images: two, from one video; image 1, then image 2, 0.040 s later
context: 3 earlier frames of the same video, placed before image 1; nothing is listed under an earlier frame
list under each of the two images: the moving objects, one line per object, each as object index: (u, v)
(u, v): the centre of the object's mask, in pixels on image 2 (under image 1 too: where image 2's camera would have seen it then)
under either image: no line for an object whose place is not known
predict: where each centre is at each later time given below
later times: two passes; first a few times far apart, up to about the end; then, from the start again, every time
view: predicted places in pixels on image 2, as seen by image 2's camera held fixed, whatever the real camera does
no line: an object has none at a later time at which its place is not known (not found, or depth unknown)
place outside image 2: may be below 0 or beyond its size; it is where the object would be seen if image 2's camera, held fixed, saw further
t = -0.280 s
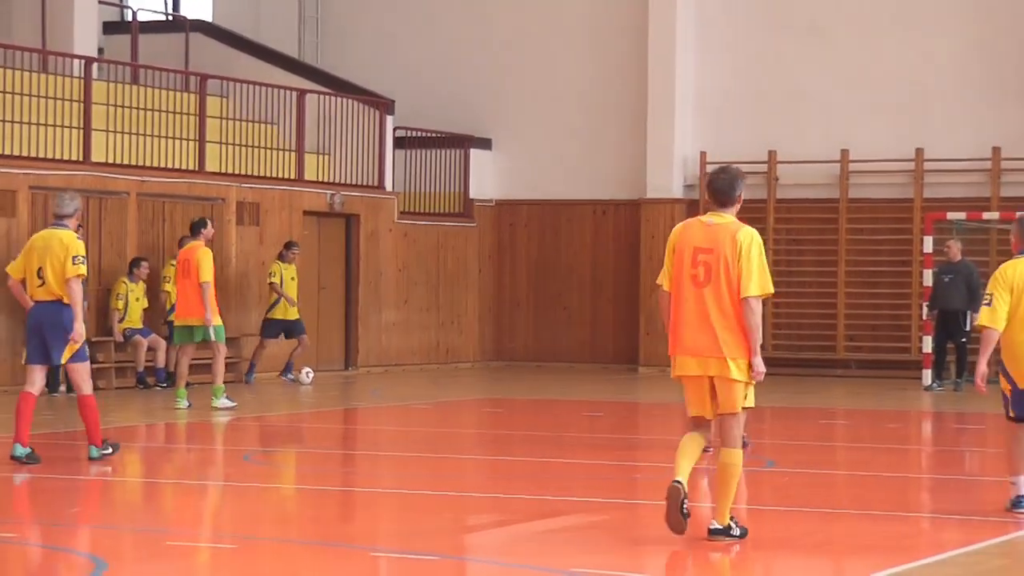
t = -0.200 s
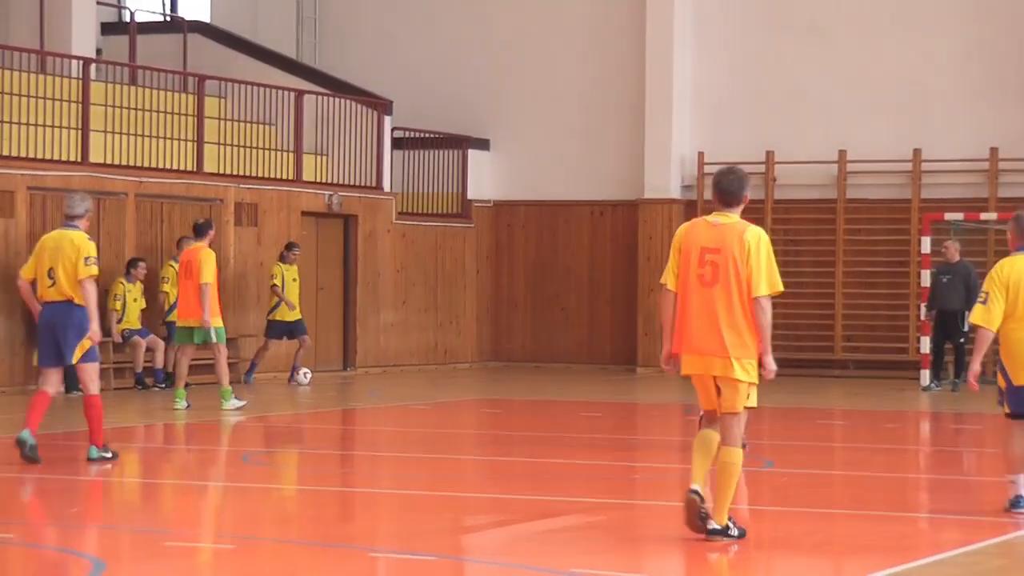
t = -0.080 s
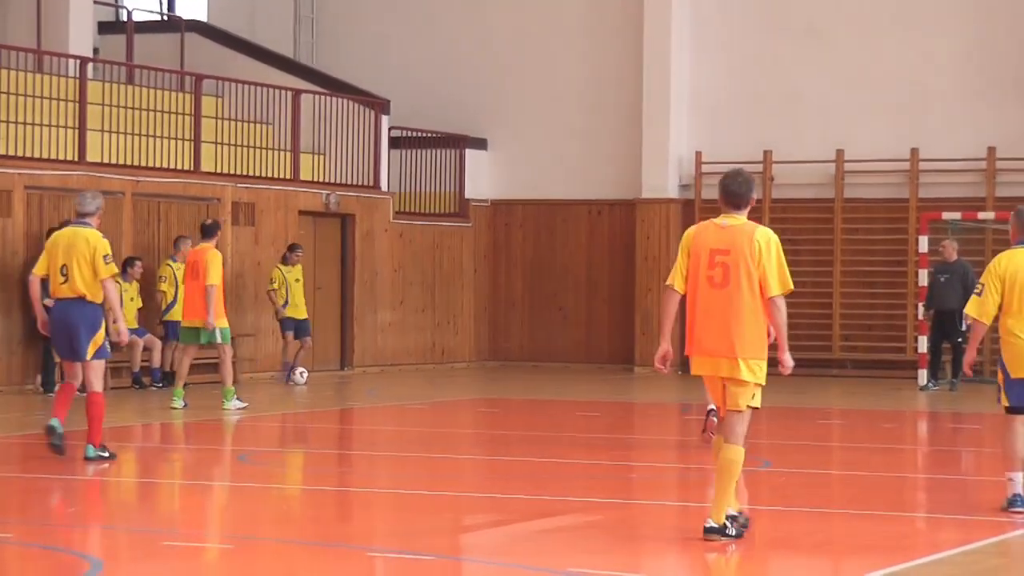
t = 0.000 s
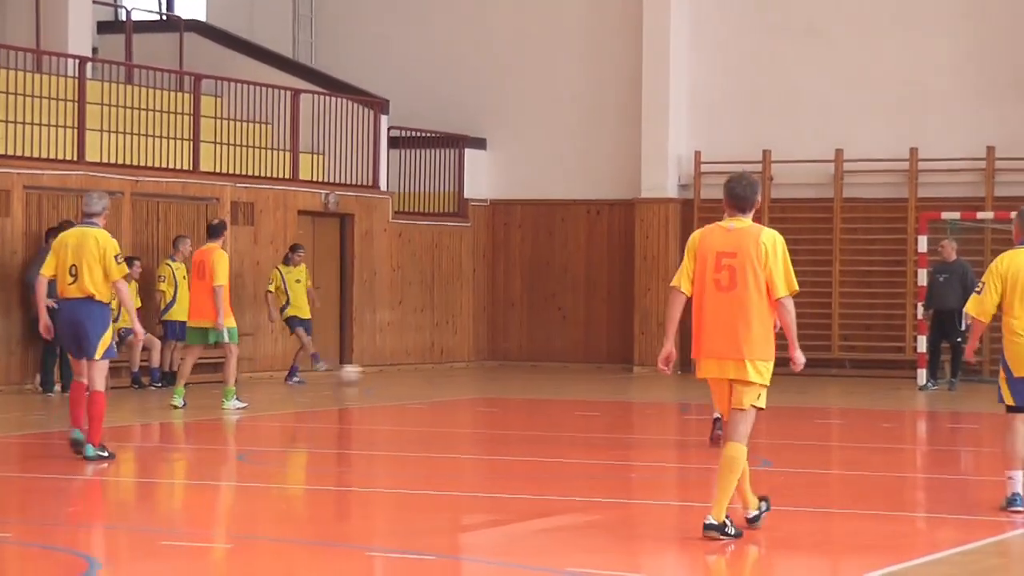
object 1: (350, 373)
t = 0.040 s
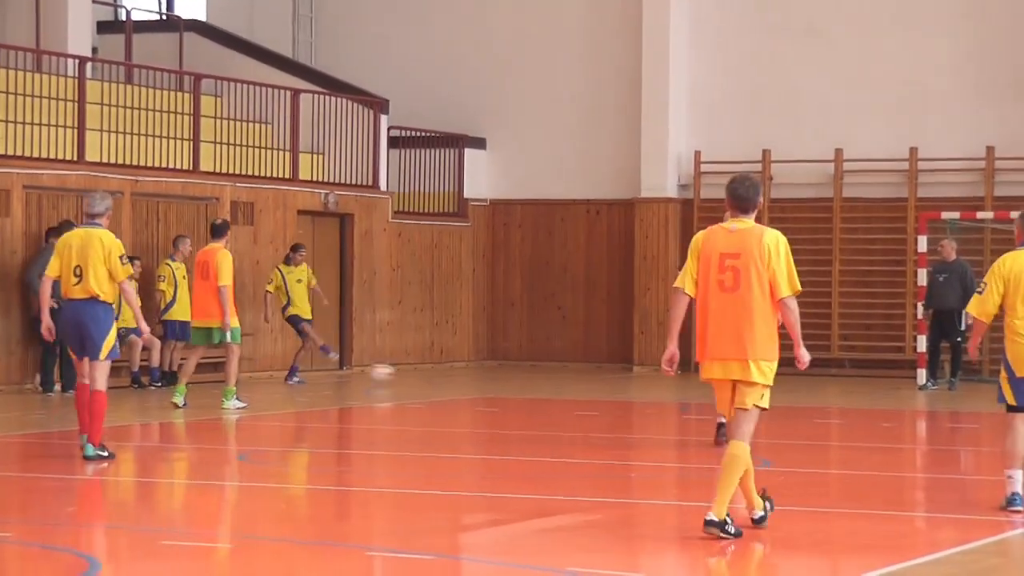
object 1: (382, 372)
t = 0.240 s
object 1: (533, 381)
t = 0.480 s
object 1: (702, 389)
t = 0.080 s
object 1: (412, 373)
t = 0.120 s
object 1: (443, 376)
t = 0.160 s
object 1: (474, 382)
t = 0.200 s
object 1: (504, 380)
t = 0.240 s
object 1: (533, 381)
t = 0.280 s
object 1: (562, 384)
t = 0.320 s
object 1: (591, 385)
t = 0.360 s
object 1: (619, 386)
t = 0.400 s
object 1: (647, 386)
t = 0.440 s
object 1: (675, 387)
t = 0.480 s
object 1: (702, 389)
